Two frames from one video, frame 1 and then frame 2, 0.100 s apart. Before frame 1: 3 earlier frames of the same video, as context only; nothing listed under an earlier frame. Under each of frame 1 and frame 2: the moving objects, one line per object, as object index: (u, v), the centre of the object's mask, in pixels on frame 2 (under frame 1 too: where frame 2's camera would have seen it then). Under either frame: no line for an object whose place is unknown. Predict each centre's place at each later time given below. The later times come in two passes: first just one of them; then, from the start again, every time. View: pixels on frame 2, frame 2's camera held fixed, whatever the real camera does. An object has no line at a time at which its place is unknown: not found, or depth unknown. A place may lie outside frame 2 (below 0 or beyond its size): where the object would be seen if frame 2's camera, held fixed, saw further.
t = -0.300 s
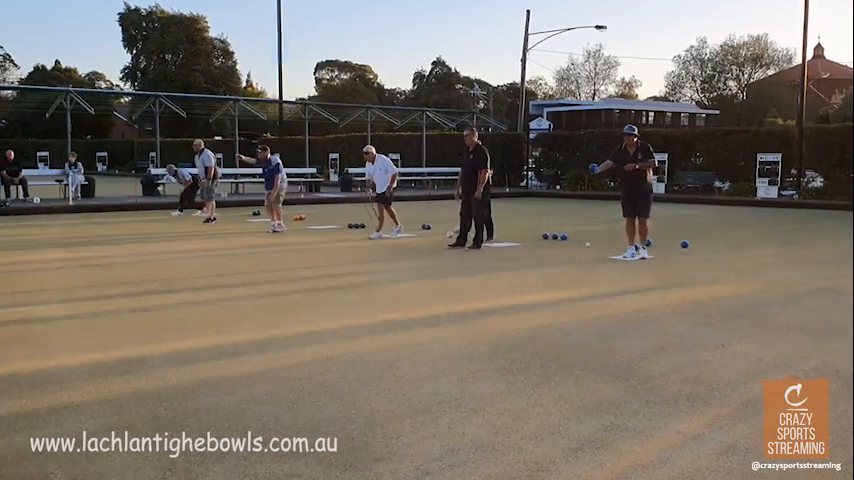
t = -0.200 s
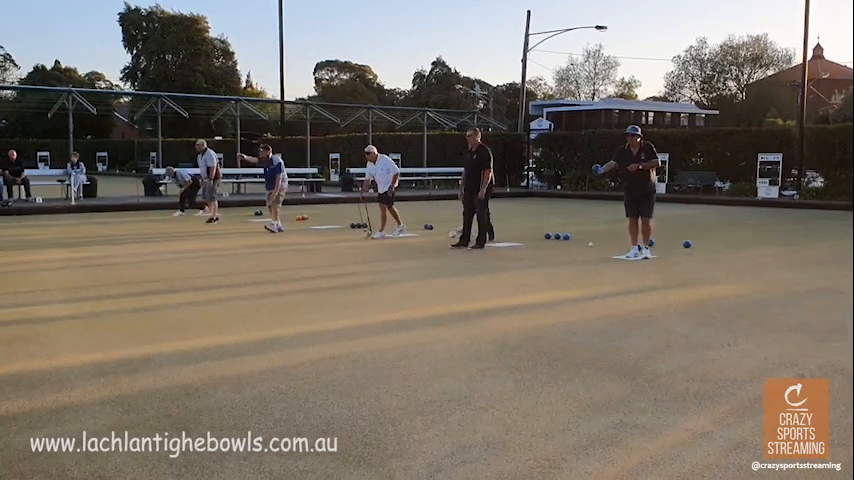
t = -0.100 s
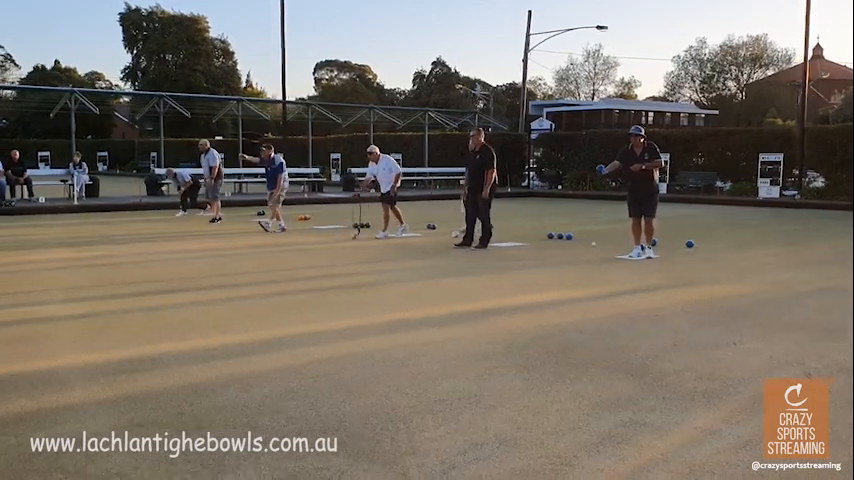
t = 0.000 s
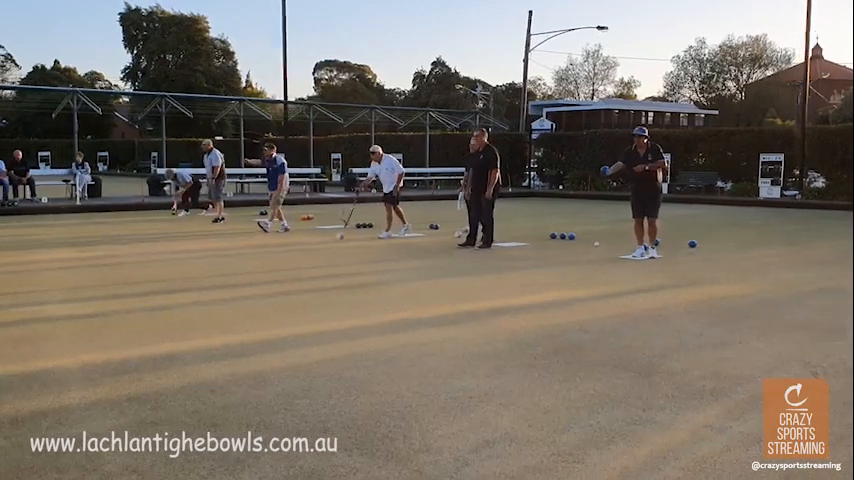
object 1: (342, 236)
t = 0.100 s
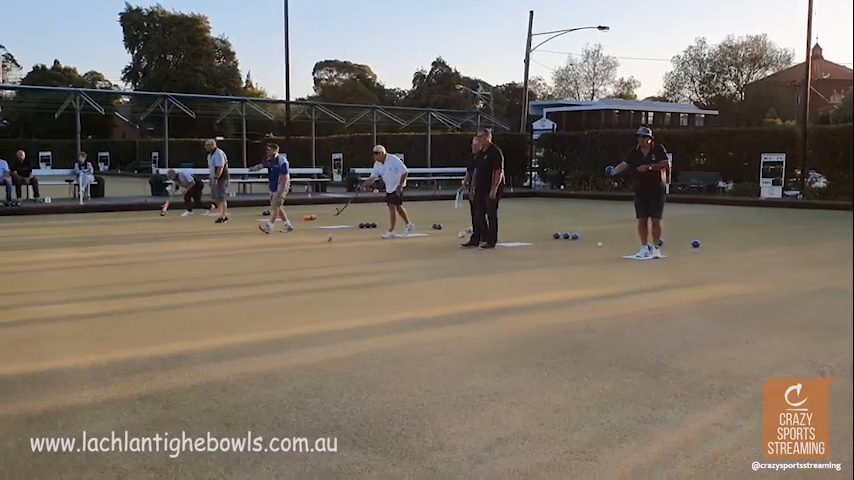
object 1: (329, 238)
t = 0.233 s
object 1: (308, 239)
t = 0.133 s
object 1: (323, 238)
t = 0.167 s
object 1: (317, 238)
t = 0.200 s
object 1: (313, 239)
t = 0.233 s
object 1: (308, 239)
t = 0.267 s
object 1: (304, 240)
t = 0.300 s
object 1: (300, 240)
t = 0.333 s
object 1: (294, 241)
